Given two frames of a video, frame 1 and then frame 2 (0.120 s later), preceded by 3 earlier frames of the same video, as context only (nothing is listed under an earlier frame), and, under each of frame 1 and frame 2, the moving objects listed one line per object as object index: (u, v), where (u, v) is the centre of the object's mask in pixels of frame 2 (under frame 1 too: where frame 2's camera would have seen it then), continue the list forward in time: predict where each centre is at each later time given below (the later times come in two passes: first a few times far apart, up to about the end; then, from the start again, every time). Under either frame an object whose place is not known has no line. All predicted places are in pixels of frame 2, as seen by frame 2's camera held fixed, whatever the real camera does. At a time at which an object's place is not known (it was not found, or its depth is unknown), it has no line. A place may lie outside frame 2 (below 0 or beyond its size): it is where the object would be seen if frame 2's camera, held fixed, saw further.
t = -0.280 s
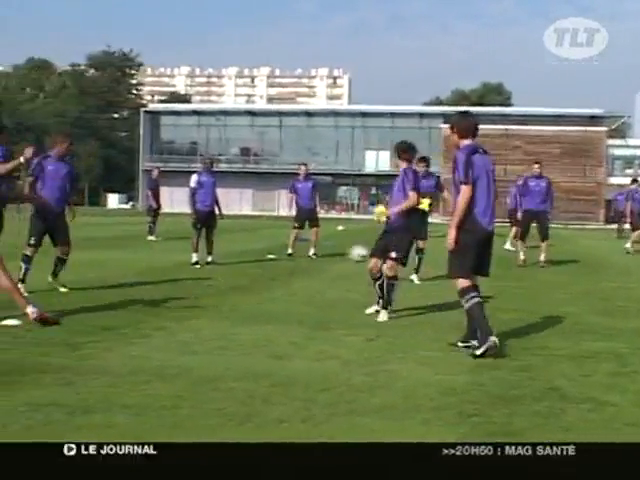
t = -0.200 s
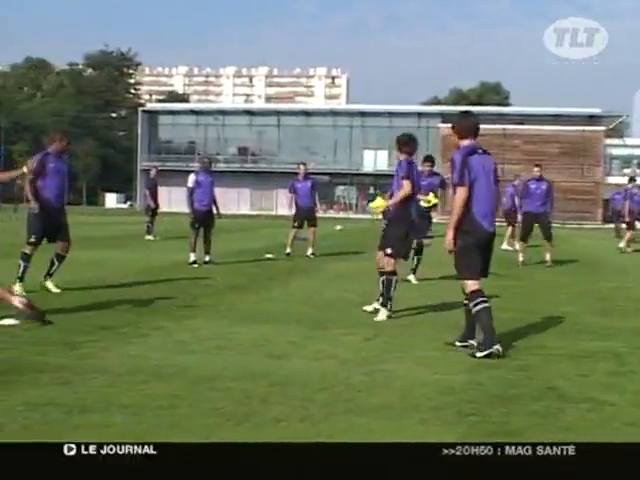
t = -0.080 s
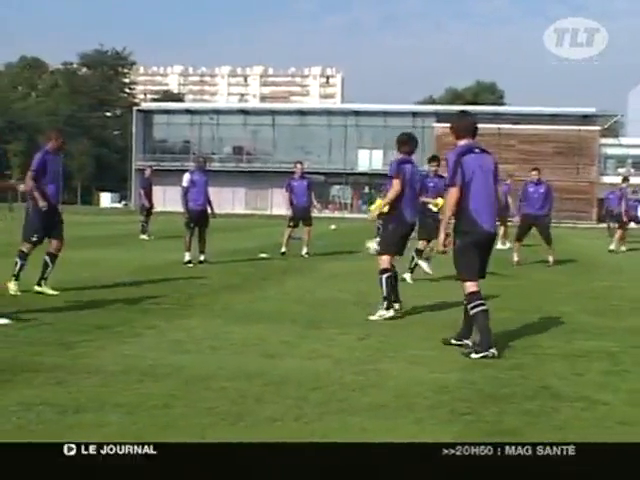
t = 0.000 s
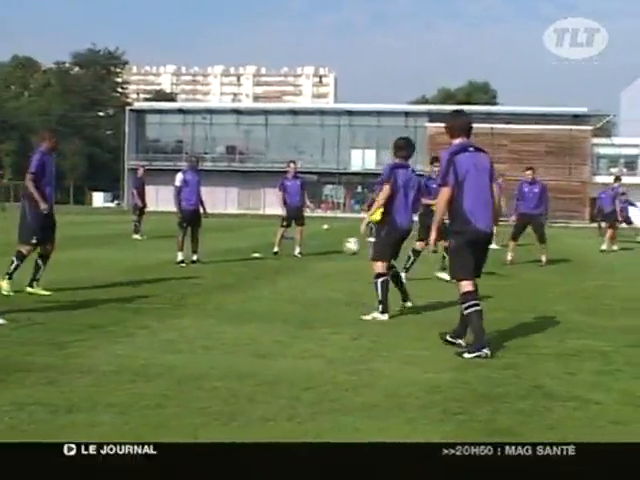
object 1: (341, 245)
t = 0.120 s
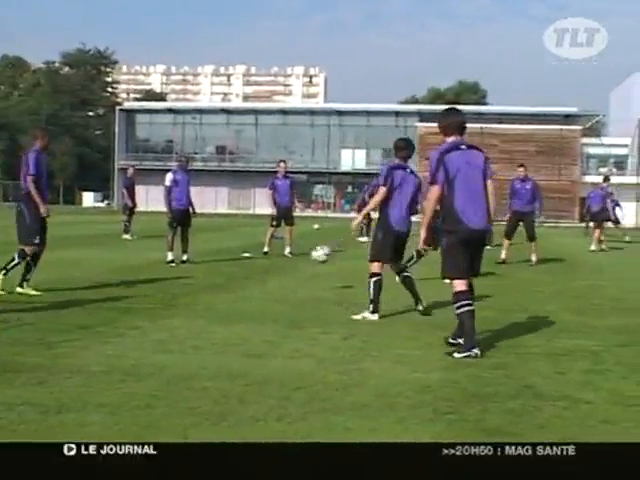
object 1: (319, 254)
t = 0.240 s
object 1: (295, 276)
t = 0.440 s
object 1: (260, 281)
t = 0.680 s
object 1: (220, 295)
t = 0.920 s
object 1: (196, 301)
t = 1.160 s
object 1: (173, 307)
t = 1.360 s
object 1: (152, 311)
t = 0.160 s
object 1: (313, 259)
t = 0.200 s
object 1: (304, 266)
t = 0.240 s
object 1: (295, 276)
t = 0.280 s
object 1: (288, 285)
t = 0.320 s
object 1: (280, 287)
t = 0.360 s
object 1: (273, 283)
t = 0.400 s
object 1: (267, 281)
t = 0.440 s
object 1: (260, 281)
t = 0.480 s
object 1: (253, 281)
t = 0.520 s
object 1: (246, 283)
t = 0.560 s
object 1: (239, 287)
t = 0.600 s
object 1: (231, 292)
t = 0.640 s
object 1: (223, 296)
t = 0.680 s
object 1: (220, 295)
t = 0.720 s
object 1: (216, 295)
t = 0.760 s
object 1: (212, 296)
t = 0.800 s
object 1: (207, 298)
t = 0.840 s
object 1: (203, 301)
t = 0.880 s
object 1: (200, 301)
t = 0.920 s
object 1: (196, 301)
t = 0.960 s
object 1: (192, 303)
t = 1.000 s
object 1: (188, 304)
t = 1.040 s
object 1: (184, 304)
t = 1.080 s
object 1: (181, 306)
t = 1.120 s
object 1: (177, 307)
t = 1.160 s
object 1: (173, 307)
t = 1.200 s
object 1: (169, 308)
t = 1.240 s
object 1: (164, 309)
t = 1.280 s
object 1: (160, 310)
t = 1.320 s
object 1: (156, 311)
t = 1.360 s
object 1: (152, 311)
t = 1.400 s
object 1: (148, 313)
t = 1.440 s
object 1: (143, 313)
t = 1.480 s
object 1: (139, 314)
